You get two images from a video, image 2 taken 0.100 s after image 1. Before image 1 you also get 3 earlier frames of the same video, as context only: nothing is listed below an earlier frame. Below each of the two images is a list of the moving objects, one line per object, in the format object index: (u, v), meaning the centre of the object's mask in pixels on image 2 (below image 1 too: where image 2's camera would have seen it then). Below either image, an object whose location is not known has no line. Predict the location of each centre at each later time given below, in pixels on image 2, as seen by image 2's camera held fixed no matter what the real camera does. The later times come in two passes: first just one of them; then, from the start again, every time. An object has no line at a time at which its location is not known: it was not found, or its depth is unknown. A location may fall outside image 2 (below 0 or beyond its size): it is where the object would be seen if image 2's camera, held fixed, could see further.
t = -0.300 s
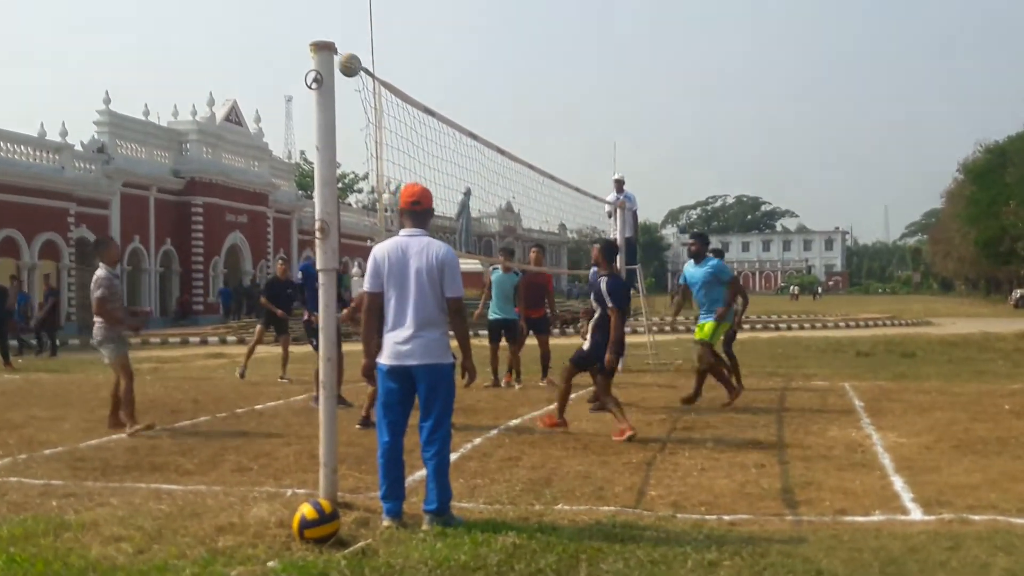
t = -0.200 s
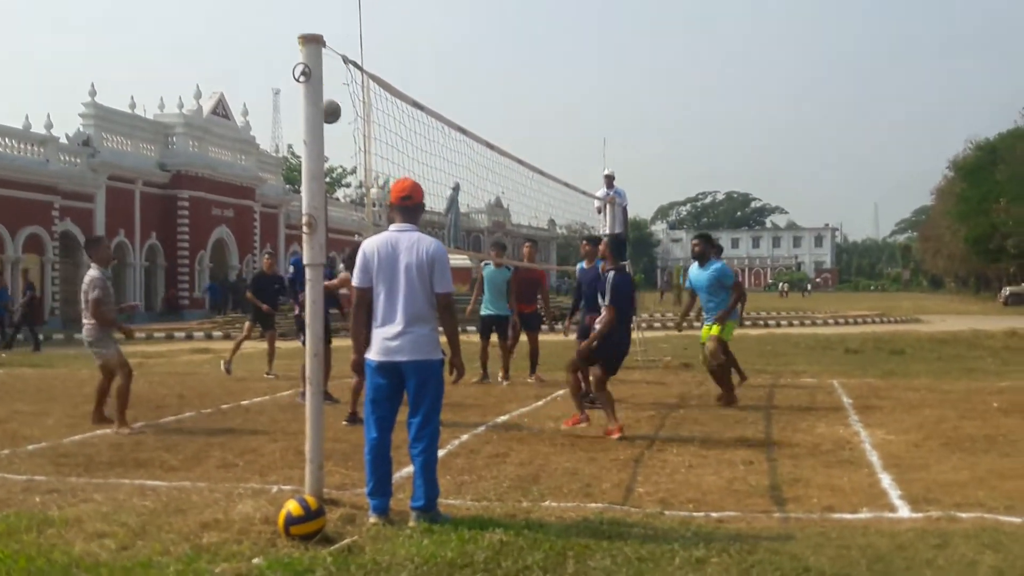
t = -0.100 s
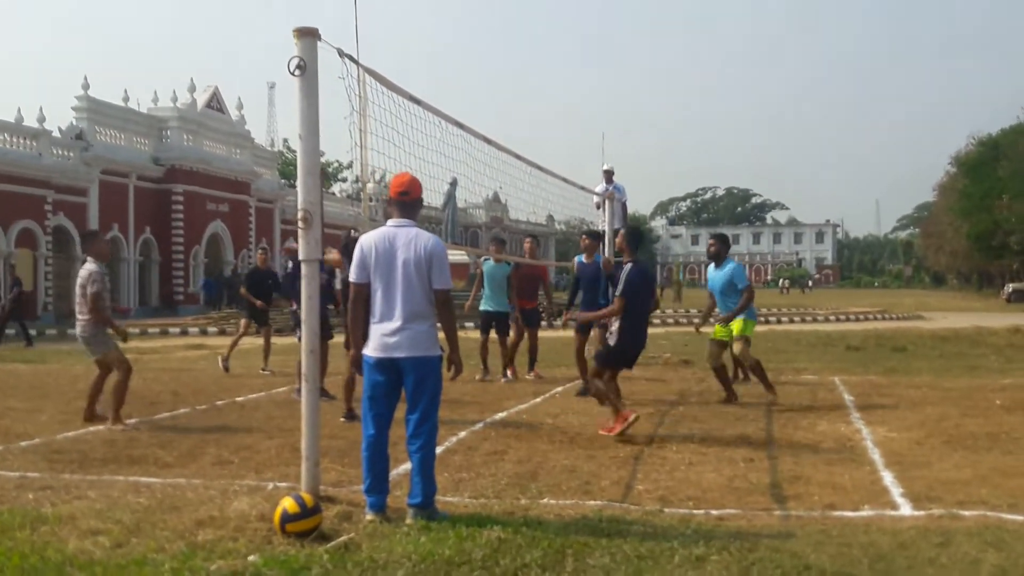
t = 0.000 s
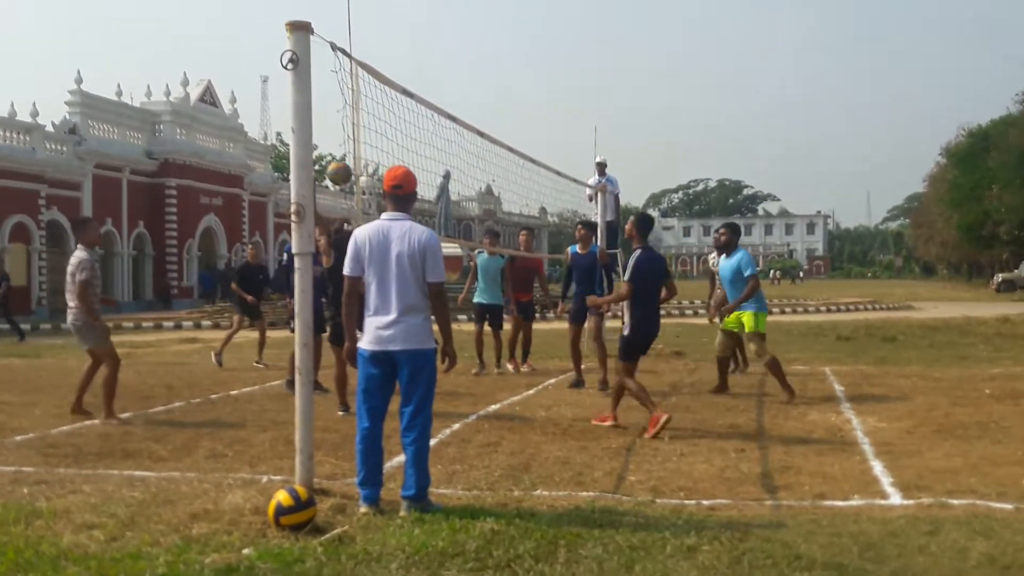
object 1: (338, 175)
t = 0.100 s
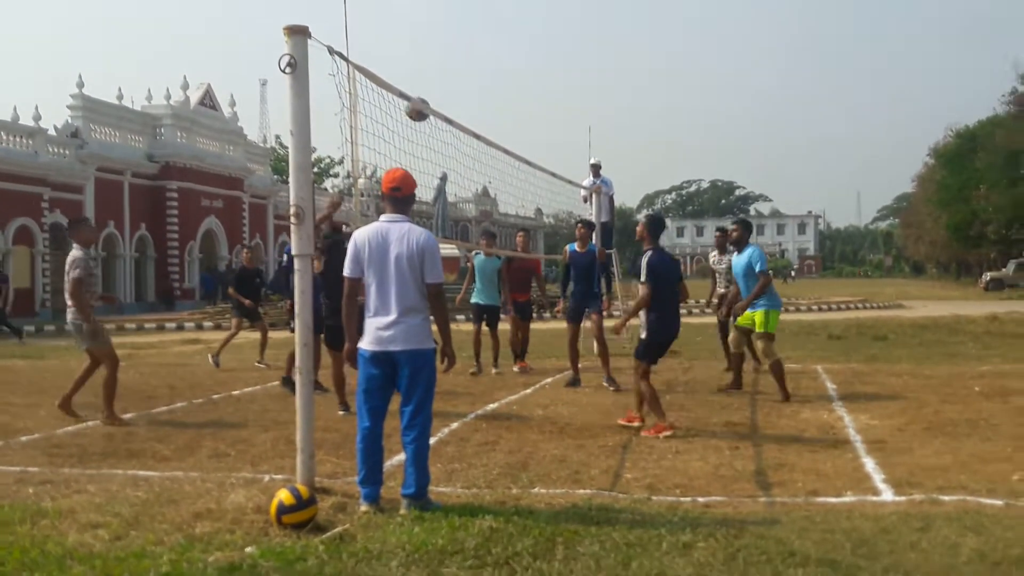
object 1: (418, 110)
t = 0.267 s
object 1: (552, 18)
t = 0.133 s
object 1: (445, 90)
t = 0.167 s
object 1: (472, 70)
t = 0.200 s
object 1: (499, 51)
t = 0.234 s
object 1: (526, 38)
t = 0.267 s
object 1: (552, 18)
